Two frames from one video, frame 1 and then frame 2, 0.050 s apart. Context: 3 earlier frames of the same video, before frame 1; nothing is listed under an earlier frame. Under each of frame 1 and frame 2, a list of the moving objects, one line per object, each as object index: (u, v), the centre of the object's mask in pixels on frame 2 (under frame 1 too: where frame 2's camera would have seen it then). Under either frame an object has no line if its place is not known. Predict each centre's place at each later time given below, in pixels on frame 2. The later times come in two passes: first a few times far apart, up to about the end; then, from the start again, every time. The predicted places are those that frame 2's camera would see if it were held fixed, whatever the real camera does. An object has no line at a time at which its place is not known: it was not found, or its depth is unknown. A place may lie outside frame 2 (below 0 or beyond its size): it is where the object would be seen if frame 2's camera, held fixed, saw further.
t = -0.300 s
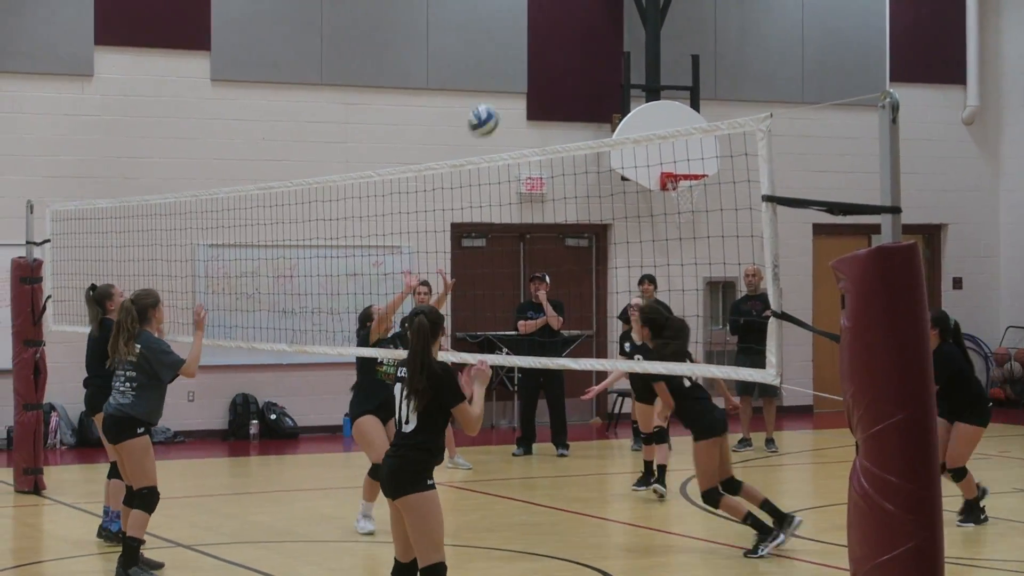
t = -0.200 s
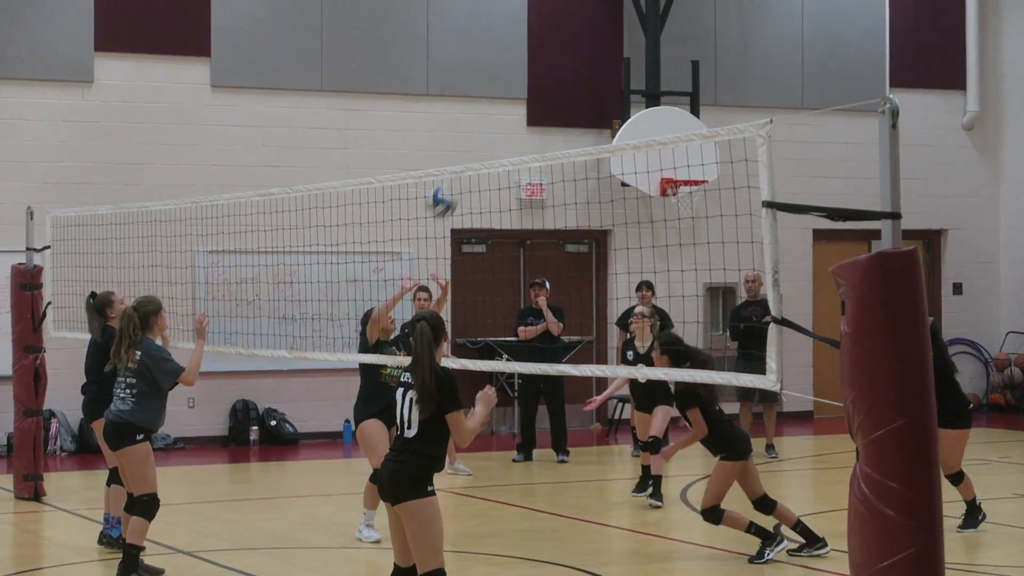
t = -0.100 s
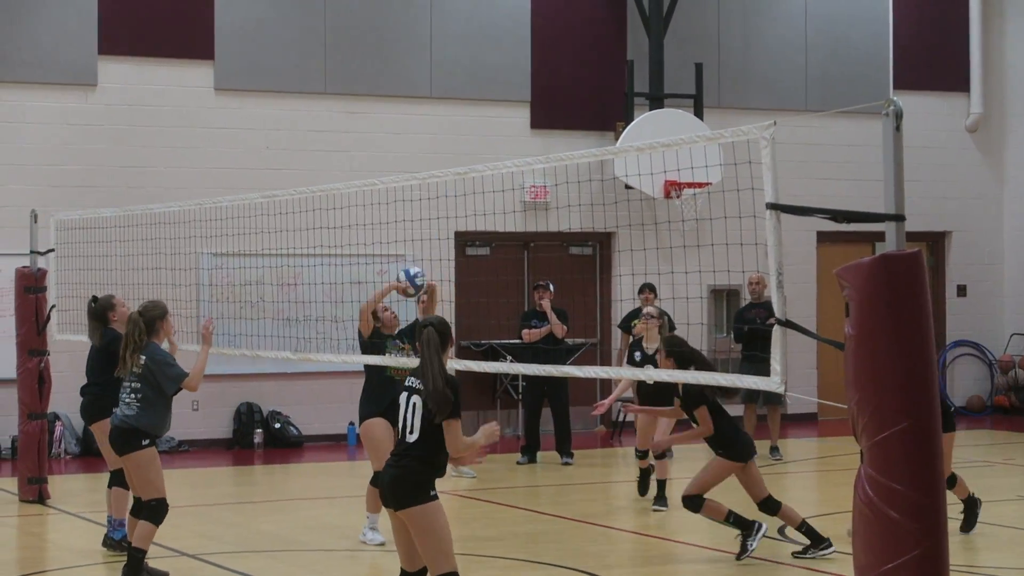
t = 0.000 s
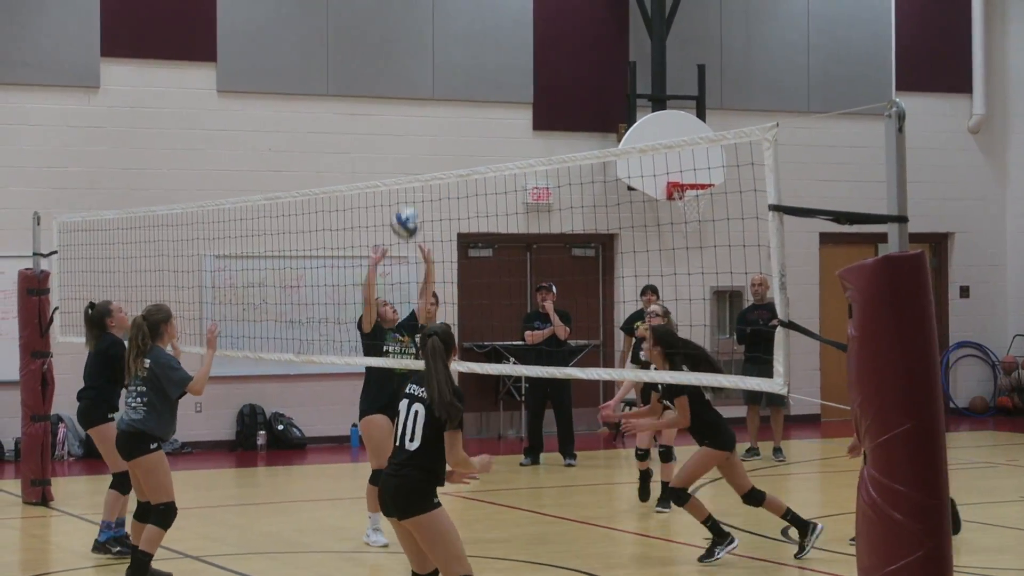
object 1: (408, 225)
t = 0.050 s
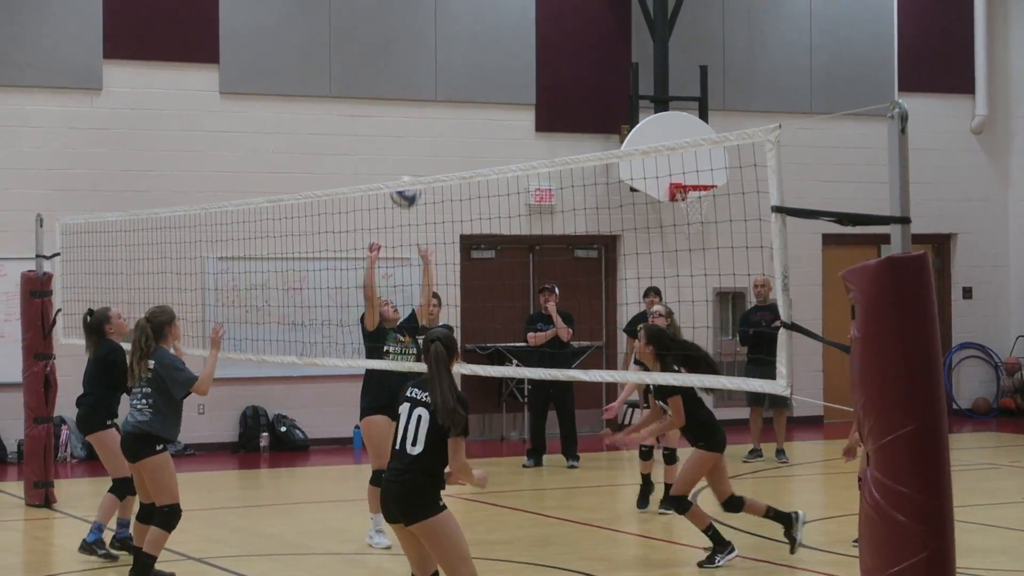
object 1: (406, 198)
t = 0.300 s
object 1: (386, 81)
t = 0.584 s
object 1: (364, 64)
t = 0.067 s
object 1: (403, 174)
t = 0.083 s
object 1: (403, 170)
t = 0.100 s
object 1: (402, 163)
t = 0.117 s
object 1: (400, 154)
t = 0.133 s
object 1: (399, 145)
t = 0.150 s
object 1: (398, 137)
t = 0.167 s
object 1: (397, 129)
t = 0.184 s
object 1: (395, 121)
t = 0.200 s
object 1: (394, 114)
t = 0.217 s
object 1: (393, 107)
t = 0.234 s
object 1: (391, 101)
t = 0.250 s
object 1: (390, 96)
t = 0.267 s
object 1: (389, 90)
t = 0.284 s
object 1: (388, 85)
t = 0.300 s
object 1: (386, 81)
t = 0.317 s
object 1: (385, 76)
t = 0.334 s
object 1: (383, 72)
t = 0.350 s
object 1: (382, 69)
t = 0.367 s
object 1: (381, 65)
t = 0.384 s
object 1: (379, 62)
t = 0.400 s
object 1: (378, 60)
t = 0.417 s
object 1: (376, 58)
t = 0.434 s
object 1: (375, 57)
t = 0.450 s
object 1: (374, 56)
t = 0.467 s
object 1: (372, 55)
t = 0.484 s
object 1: (371, 55)
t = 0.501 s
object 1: (370, 56)
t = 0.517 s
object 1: (369, 57)
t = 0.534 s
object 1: (368, 58)
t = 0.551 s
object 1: (366, 59)
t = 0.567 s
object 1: (365, 62)
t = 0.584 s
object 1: (364, 64)
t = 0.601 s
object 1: (363, 67)
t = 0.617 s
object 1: (362, 71)
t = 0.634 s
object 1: (361, 74)
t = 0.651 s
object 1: (360, 78)
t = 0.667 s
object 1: (359, 84)
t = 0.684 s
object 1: (358, 89)
